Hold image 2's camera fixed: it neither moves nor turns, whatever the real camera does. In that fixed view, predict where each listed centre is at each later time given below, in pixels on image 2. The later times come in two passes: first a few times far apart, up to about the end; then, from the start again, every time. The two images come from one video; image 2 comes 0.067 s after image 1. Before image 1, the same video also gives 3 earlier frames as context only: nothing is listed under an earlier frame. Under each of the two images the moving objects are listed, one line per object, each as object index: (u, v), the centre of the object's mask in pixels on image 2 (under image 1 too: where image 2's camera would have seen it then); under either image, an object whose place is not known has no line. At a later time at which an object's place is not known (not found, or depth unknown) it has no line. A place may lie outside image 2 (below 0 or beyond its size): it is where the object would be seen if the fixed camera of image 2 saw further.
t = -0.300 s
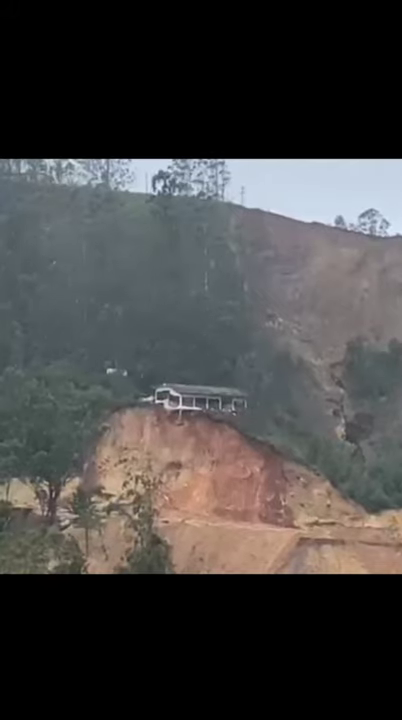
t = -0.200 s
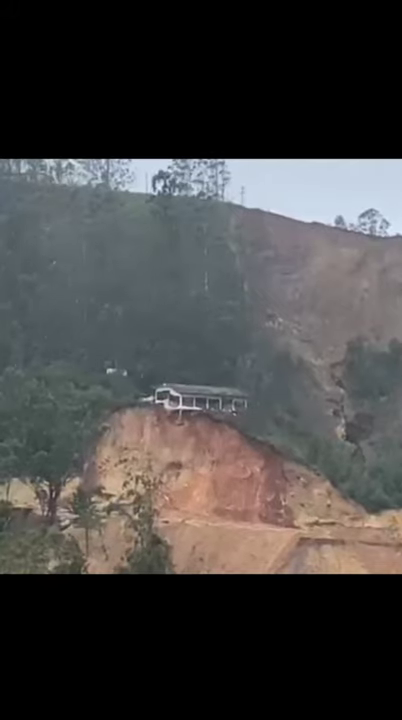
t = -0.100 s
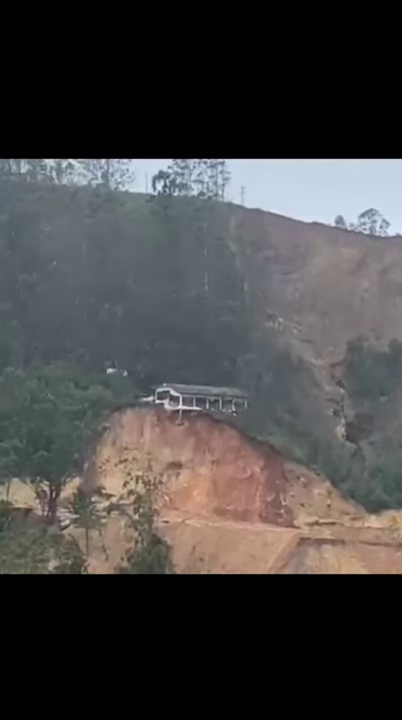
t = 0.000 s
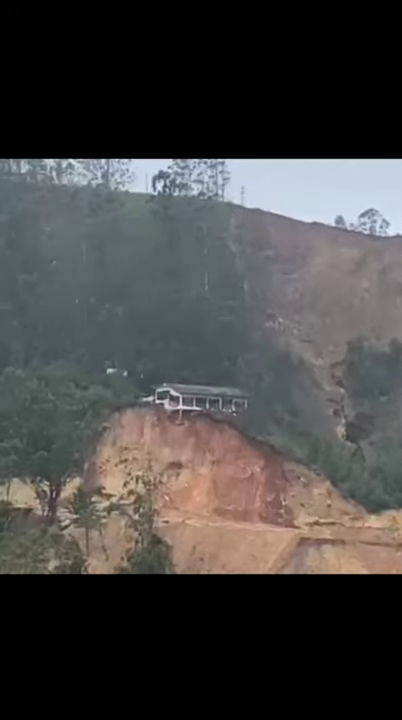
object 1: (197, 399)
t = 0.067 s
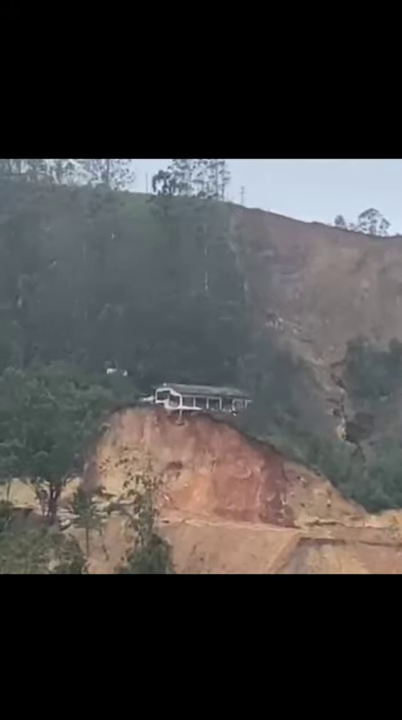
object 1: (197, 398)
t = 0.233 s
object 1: (199, 398)
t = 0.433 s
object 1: (202, 397)
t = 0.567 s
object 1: (207, 395)
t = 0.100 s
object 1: (198, 398)
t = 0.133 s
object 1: (198, 398)
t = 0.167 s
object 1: (199, 398)
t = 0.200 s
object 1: (199, 398)
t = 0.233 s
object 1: (199, 398)
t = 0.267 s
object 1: (199, 398)
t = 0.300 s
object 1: (200, 398)
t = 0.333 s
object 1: (200, 398)
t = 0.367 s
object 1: (201, 398)
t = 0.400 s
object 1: (202, 397)
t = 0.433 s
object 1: (202, 397)
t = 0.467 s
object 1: (203, 396)
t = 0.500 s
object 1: (204, 396)
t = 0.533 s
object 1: (204, 396)
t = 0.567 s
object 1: (207, 395)
